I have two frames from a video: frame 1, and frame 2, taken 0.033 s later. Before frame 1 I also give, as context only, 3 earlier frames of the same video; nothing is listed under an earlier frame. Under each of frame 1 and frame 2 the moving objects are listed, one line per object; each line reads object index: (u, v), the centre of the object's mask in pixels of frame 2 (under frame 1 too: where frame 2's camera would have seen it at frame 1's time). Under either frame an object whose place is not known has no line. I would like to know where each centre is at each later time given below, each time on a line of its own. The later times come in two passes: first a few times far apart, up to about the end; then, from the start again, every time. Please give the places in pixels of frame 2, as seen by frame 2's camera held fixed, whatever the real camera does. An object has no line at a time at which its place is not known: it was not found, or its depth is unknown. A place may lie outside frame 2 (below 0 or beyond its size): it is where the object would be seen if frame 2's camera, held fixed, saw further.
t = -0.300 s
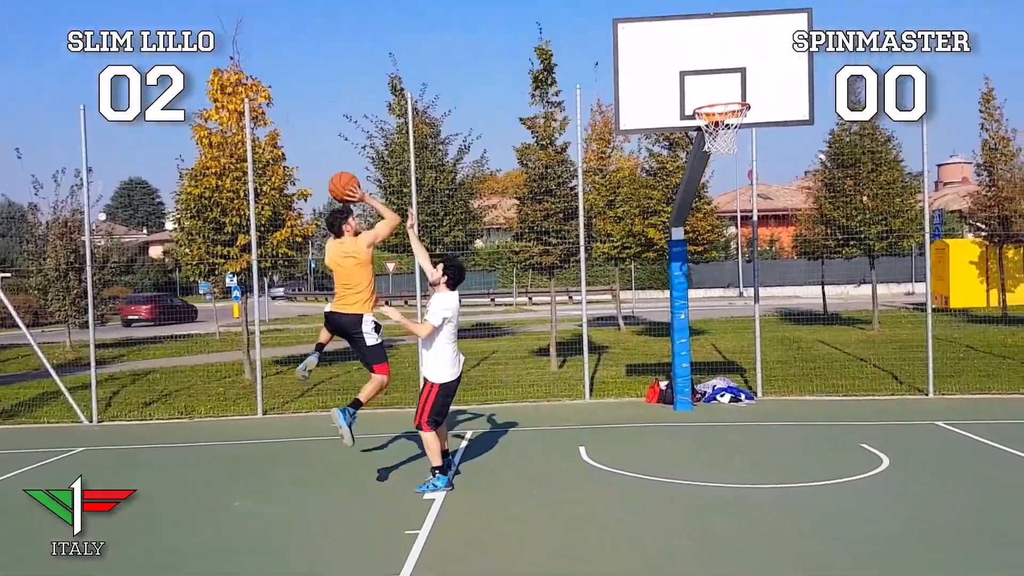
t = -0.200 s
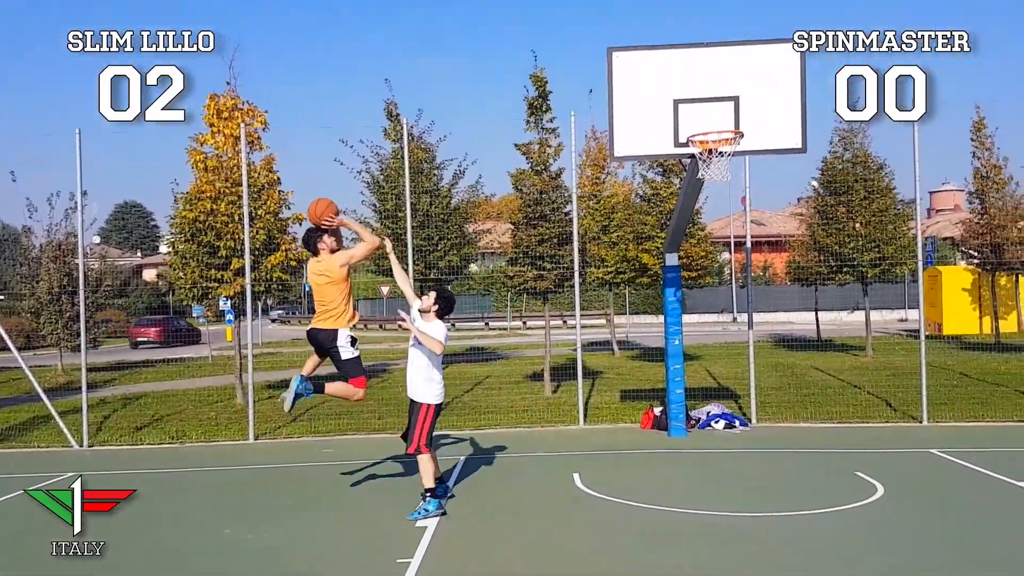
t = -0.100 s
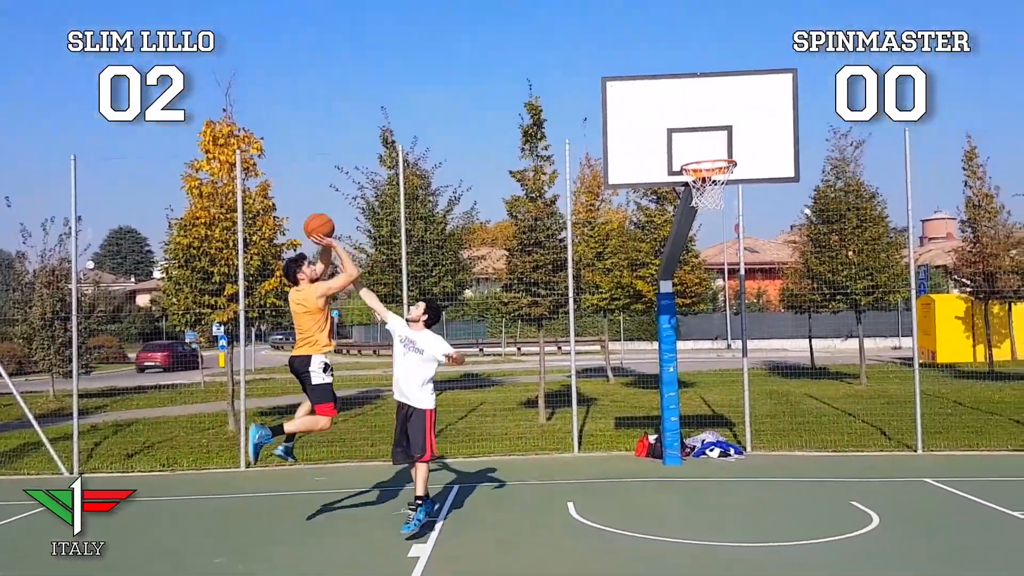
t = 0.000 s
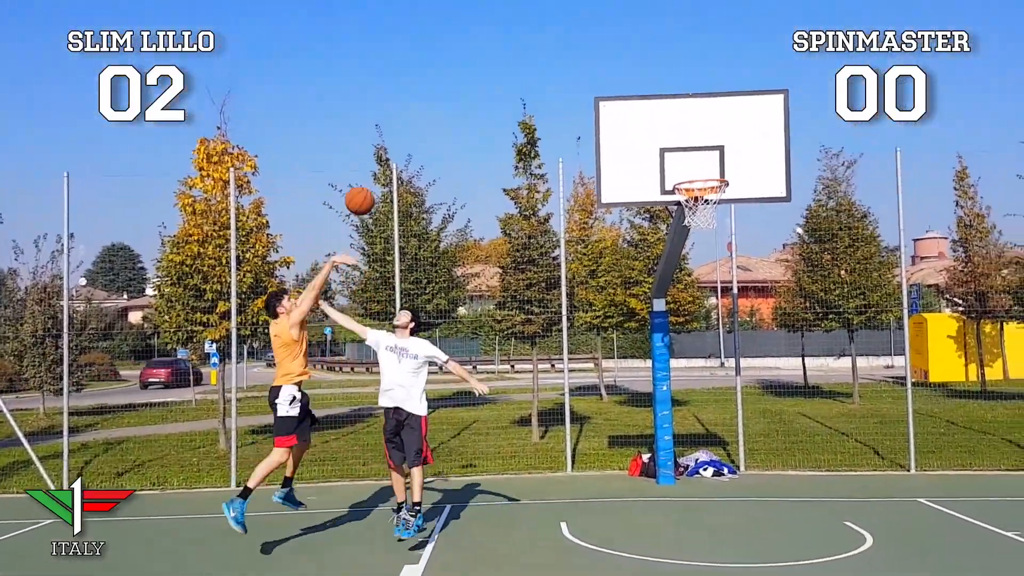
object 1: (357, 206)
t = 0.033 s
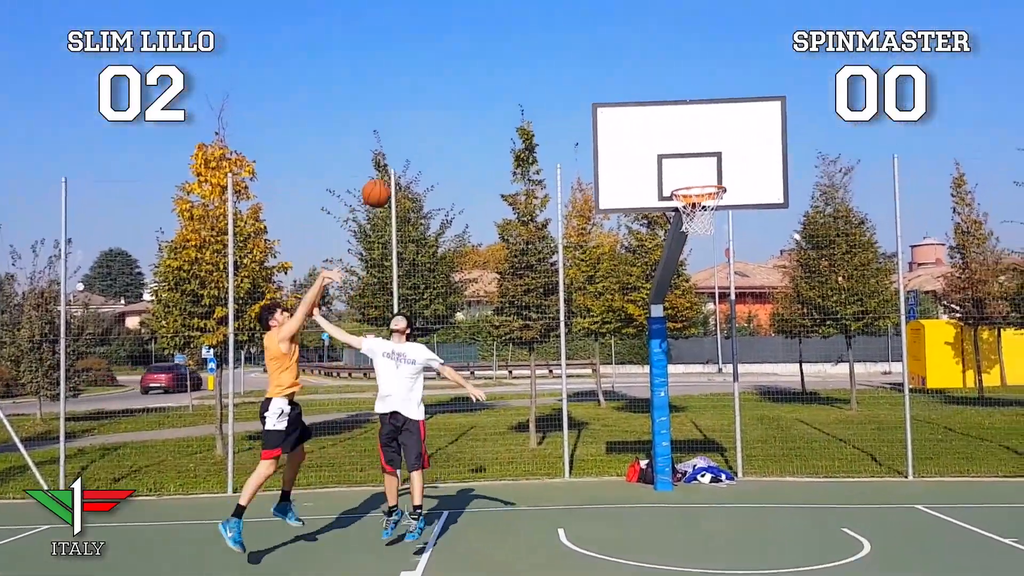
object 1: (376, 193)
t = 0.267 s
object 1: (500, 142)
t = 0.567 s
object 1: (643, 165)
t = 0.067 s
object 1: (395, 182)
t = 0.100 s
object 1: (413, 172)
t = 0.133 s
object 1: (431, 163)
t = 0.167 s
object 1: (448, 156)
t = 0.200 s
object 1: (466, 150)
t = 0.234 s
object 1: (483, 145)
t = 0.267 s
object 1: (500, 142)
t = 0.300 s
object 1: (517, 140)
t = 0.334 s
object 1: (533, 139)
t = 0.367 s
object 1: (550, 139)
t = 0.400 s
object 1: (566, 141)
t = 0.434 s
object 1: (582, 143)
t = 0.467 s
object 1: (597, 147)
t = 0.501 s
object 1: (612, 152)
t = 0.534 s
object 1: (628, 158)
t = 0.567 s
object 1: (643, 165)
